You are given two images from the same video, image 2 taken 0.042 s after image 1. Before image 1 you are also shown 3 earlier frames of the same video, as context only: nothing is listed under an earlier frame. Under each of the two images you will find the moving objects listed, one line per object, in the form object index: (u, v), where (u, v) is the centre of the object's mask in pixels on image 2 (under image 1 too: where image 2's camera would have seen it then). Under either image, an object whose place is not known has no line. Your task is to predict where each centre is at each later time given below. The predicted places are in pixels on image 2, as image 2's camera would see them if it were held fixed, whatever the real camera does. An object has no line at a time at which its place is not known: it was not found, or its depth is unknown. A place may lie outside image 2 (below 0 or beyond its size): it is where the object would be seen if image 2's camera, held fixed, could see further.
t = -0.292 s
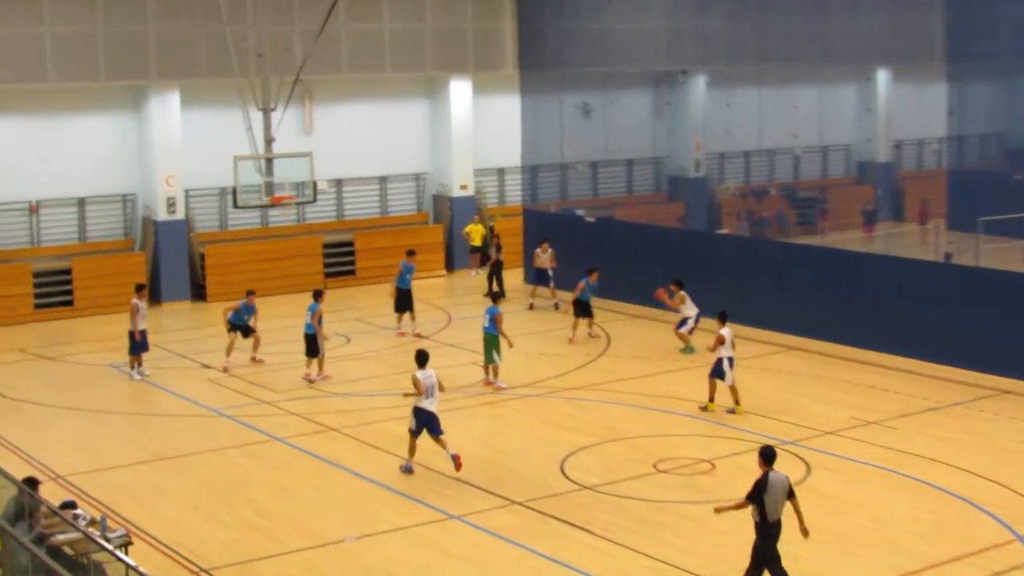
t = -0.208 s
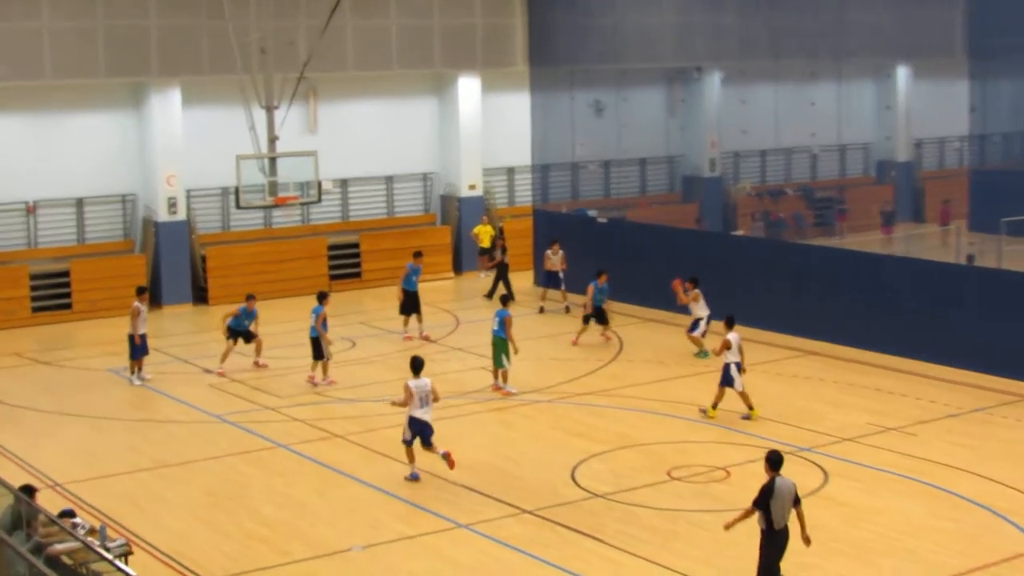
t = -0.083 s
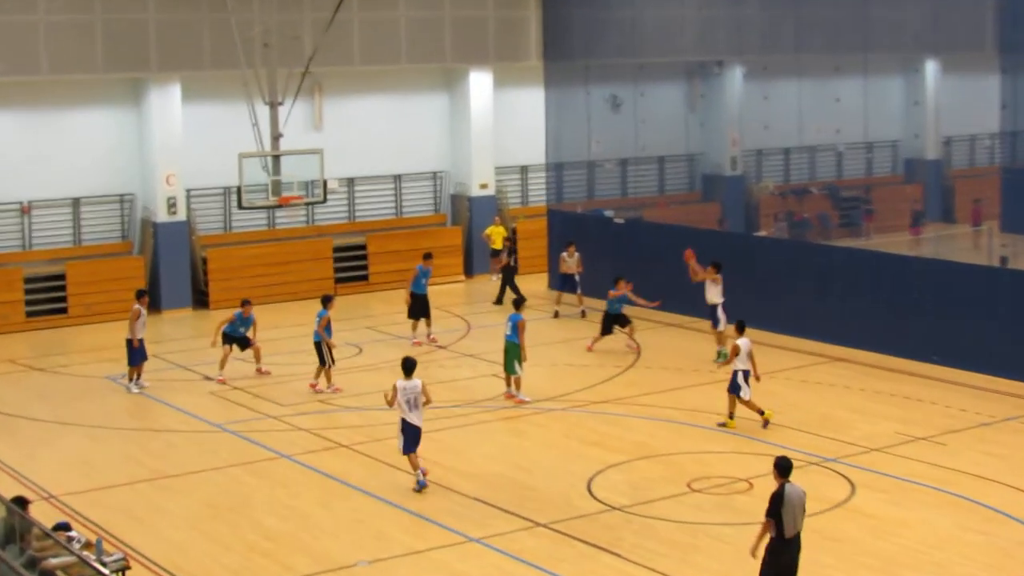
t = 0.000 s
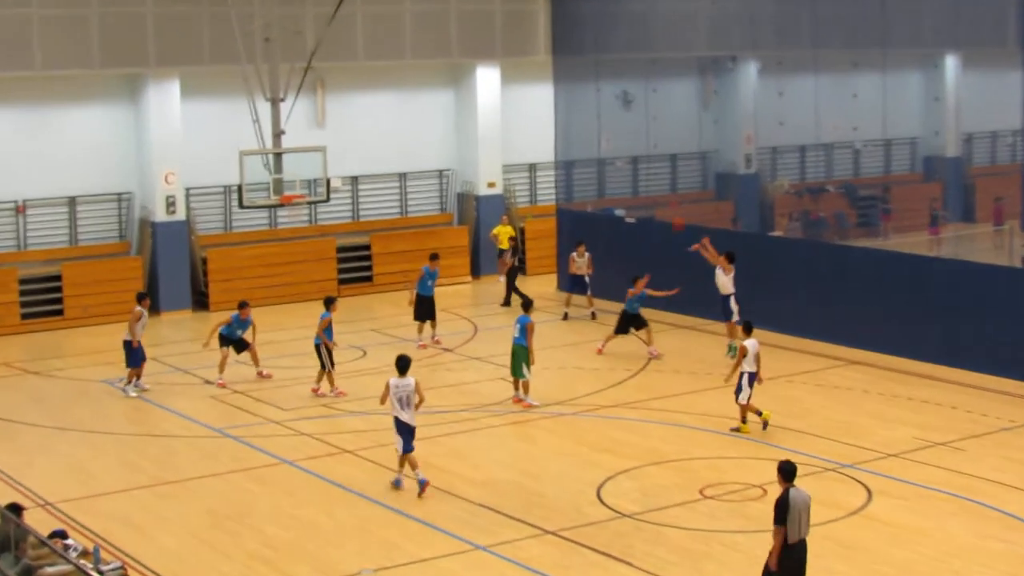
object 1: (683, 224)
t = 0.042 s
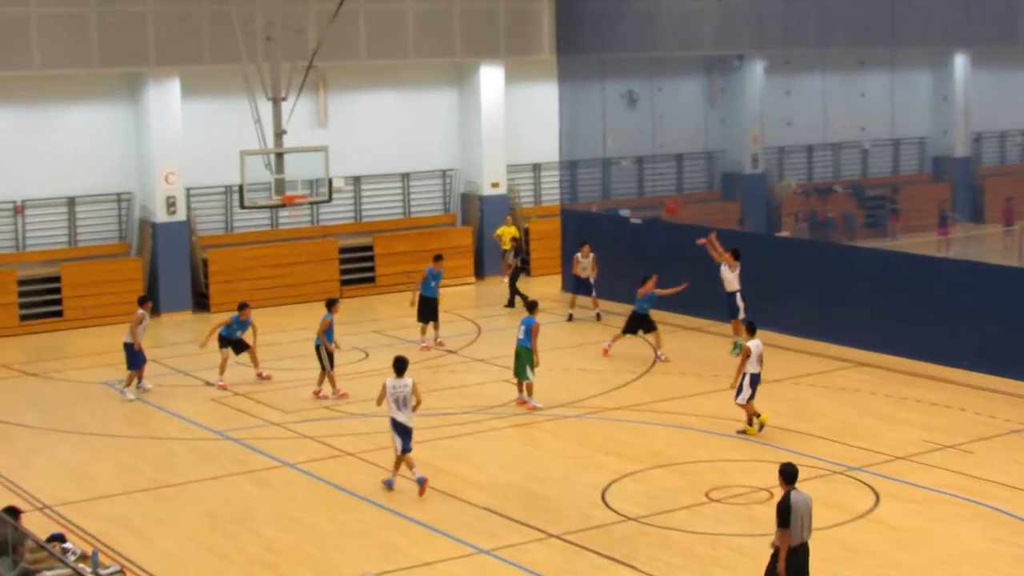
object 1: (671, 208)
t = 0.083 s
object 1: (658, 193)
